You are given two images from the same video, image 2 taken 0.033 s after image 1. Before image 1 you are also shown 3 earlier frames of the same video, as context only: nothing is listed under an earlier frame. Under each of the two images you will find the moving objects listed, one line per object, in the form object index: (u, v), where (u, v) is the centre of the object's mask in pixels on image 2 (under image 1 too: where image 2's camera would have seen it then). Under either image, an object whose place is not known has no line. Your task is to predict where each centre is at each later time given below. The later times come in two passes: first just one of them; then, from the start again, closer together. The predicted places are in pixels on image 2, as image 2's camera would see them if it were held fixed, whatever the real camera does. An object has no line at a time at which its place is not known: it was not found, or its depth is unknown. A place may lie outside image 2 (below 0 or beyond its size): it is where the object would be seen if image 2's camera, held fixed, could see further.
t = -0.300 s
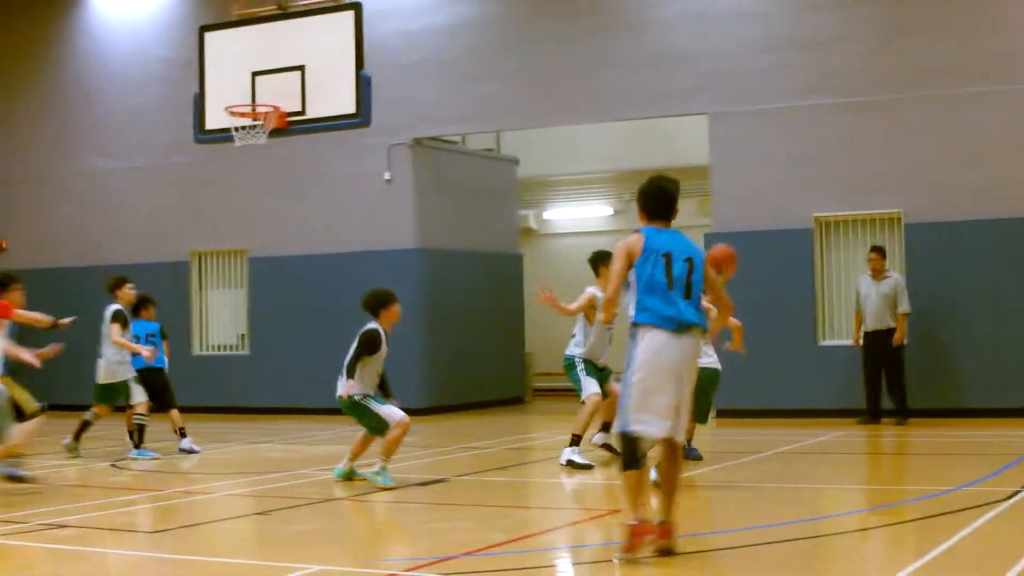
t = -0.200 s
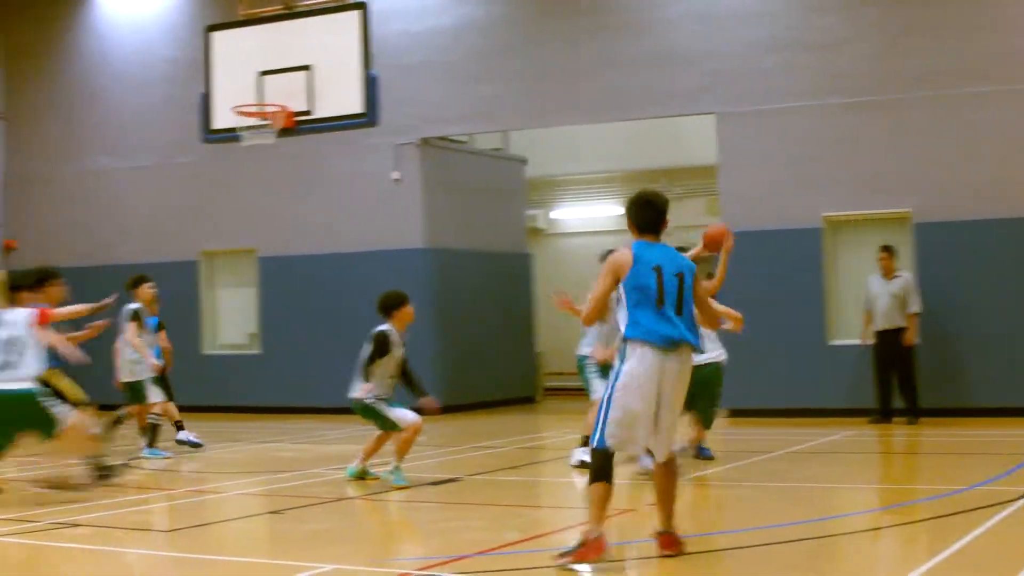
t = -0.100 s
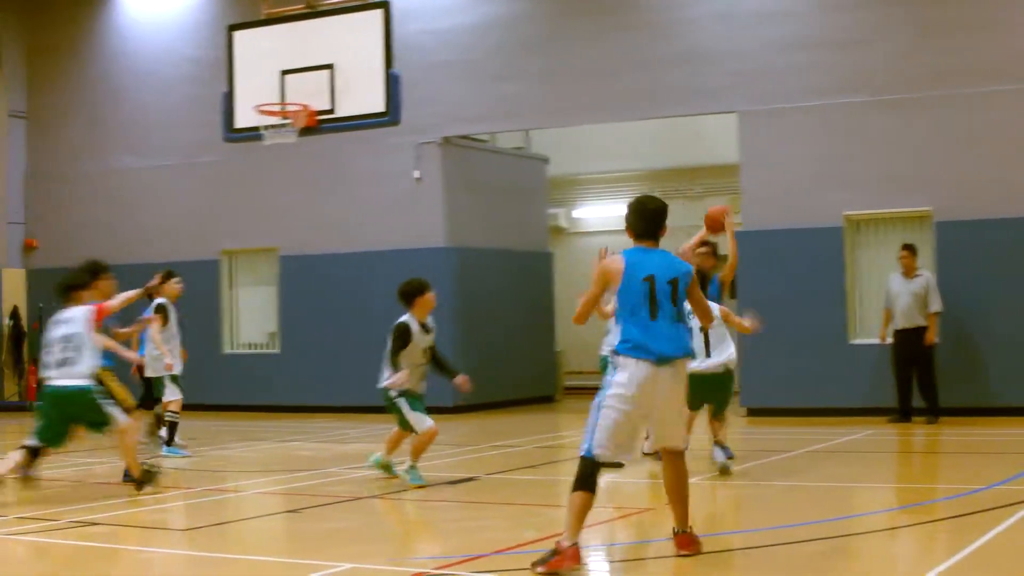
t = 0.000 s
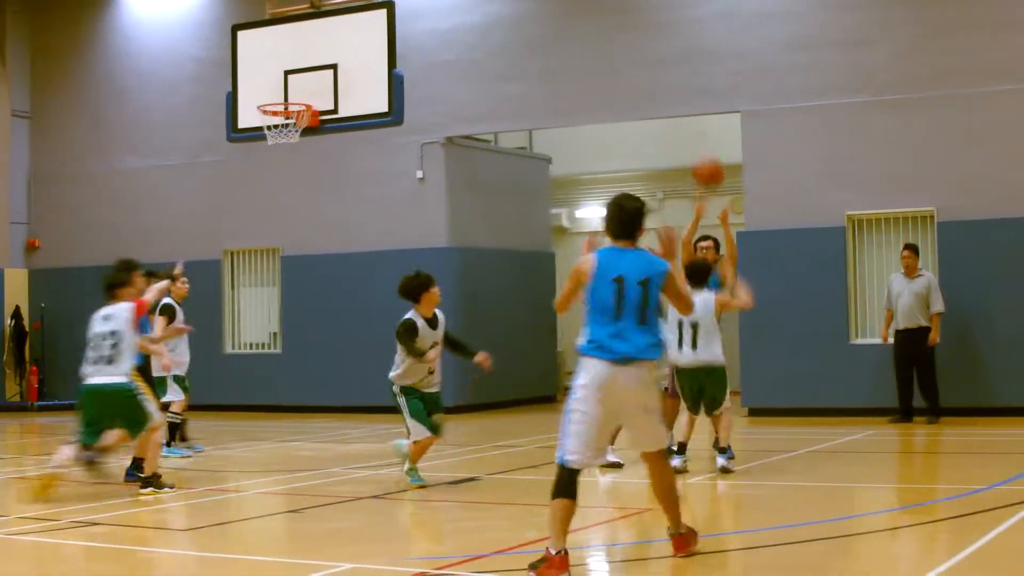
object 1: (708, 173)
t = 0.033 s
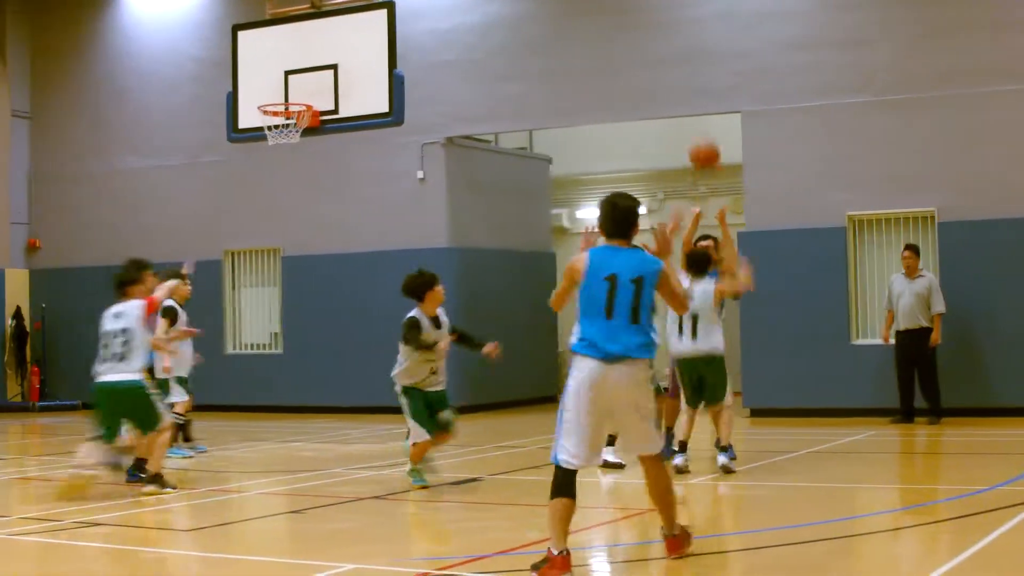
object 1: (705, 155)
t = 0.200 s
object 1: (680, 83)
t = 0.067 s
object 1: (700, 138)
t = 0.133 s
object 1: (688, 107)
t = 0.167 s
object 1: (685, 95)
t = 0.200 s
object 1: (680, 83)
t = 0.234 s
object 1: (675, 71)
